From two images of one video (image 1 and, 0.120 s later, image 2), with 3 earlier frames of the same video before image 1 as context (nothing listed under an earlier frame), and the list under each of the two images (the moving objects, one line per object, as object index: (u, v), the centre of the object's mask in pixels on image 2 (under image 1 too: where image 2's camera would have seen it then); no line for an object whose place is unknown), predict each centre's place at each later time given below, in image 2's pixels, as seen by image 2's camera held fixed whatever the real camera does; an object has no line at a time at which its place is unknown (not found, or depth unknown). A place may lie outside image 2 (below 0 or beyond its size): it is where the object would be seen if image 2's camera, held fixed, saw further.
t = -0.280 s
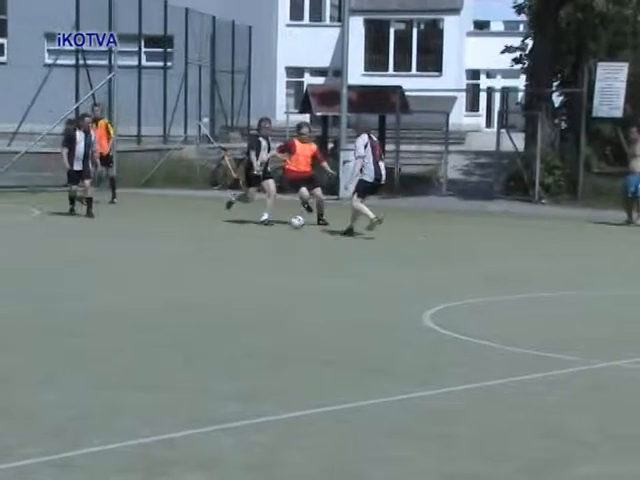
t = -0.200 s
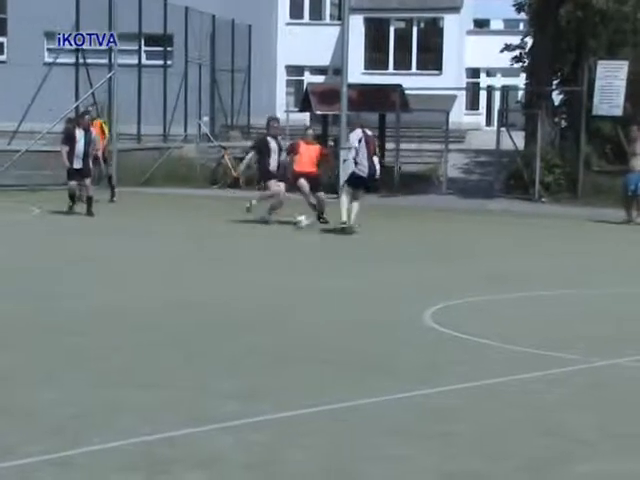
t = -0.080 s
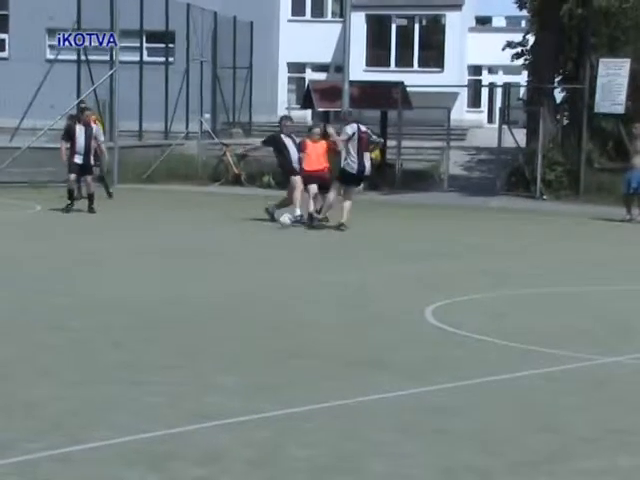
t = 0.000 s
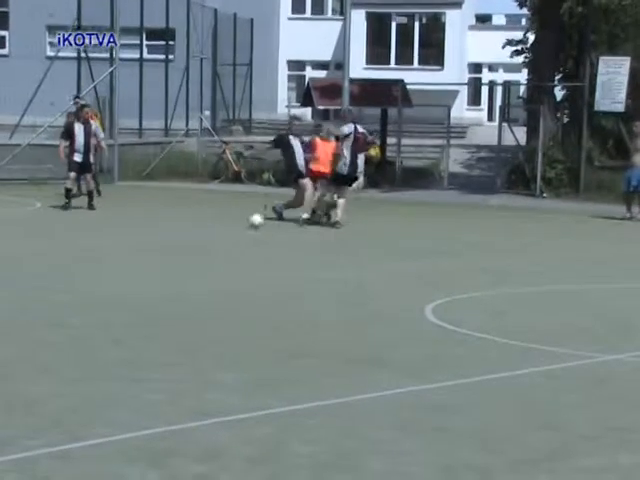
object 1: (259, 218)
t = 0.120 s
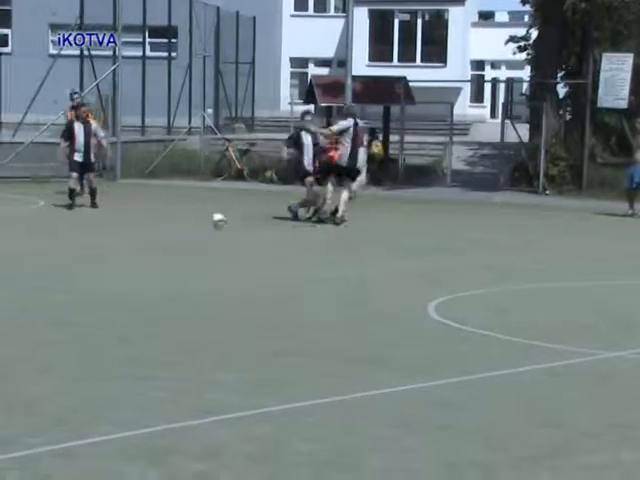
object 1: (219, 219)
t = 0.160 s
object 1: (204, 221)
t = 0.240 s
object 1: (177, 221)
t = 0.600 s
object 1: (47, 234)
